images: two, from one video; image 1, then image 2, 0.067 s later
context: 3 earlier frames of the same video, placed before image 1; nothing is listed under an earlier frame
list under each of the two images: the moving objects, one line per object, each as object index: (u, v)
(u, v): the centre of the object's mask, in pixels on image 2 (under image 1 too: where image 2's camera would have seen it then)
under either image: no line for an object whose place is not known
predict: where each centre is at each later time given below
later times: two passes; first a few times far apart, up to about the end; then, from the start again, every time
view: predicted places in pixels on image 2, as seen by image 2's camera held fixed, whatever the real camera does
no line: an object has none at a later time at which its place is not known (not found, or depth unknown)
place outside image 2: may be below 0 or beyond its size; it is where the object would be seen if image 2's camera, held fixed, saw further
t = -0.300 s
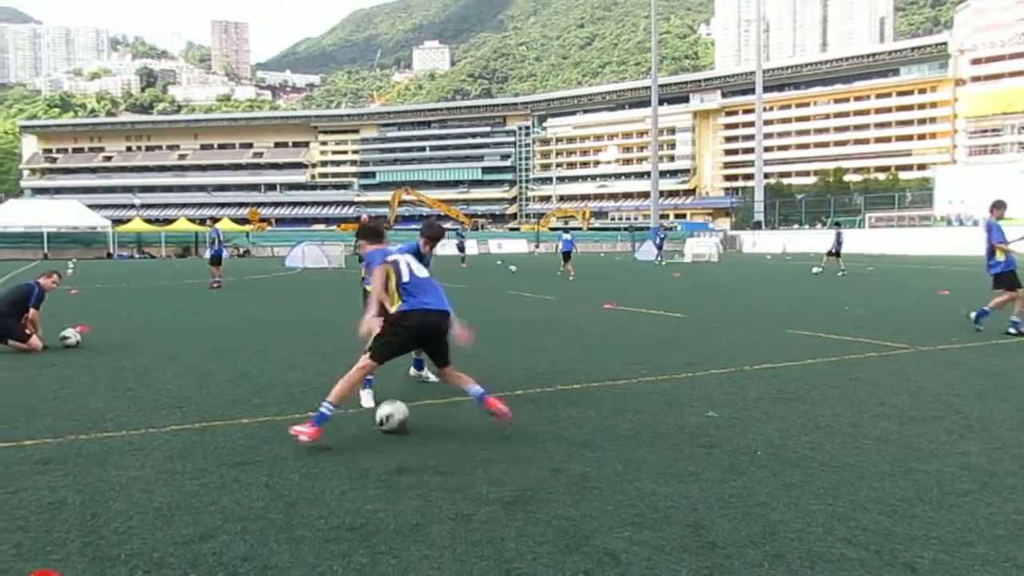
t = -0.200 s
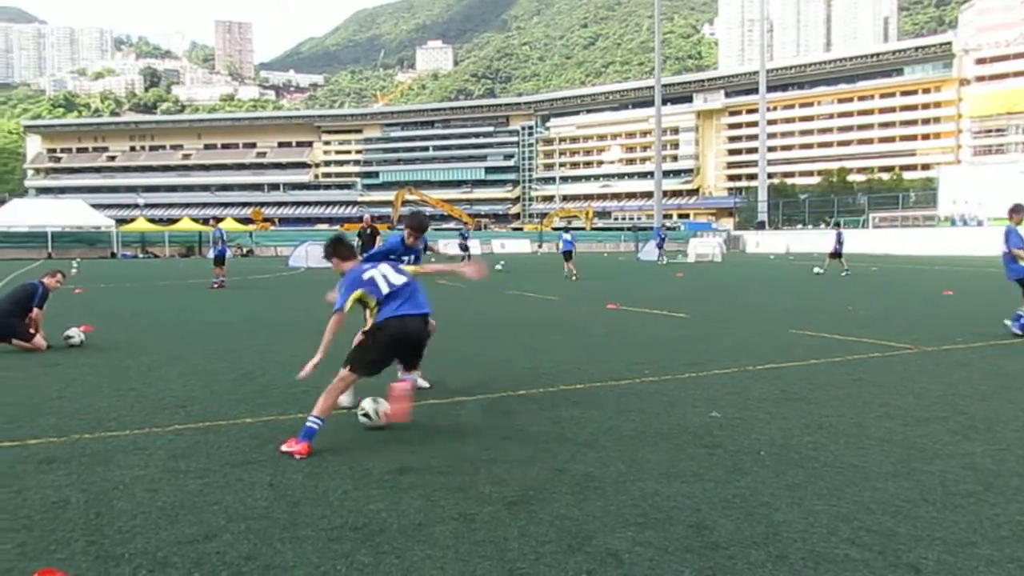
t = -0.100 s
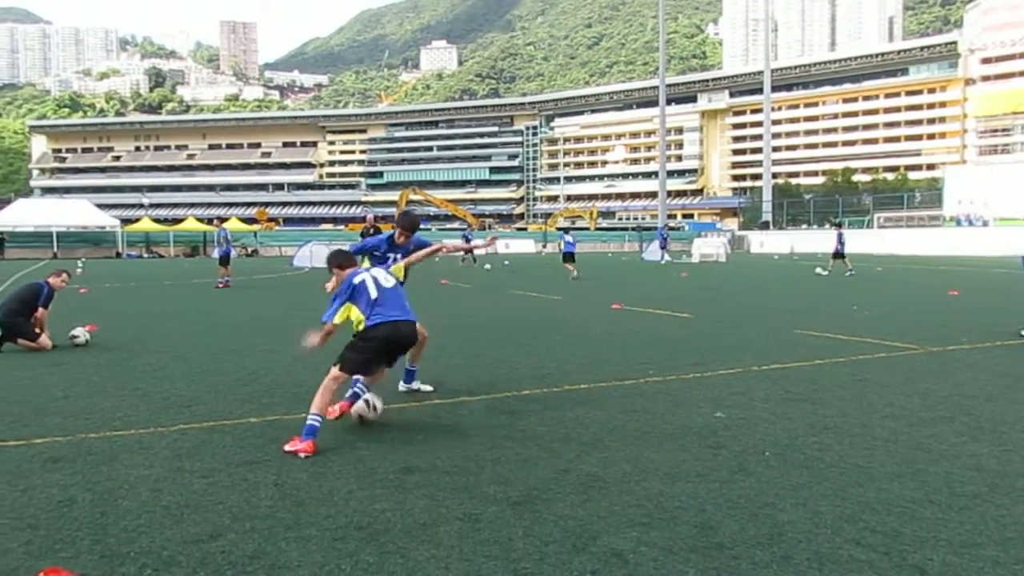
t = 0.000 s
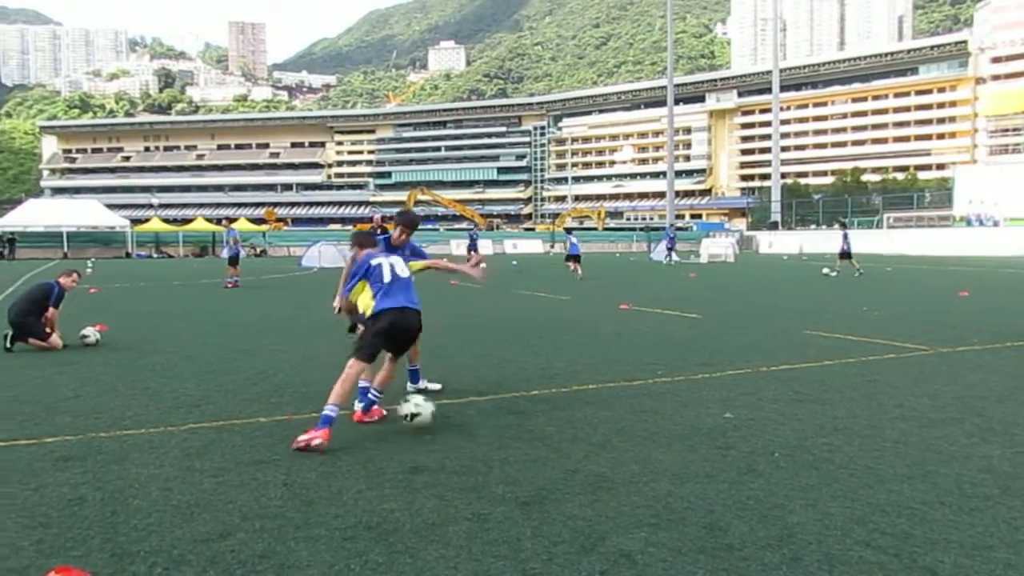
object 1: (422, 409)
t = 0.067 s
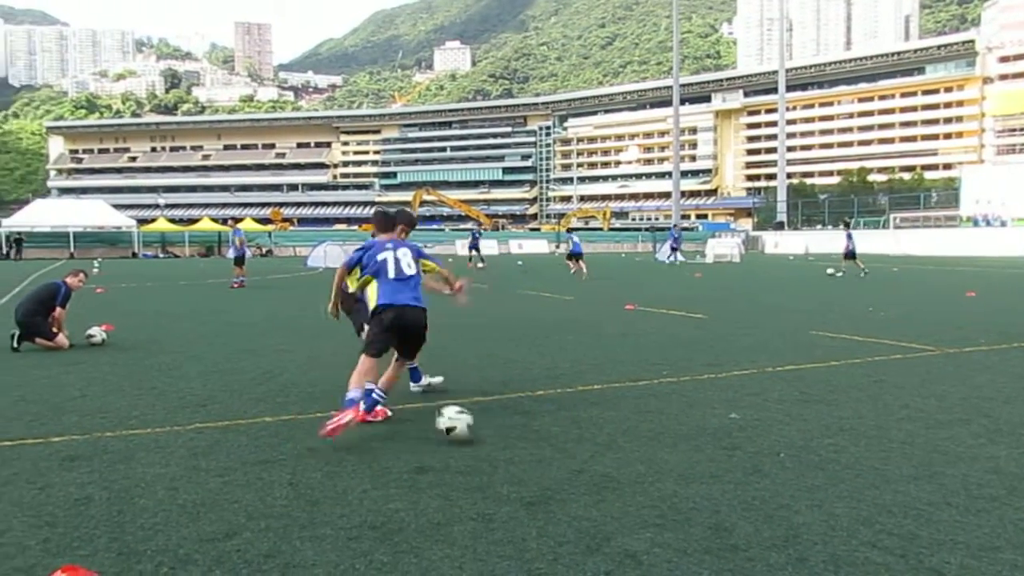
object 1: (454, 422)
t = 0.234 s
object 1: (512, 431)
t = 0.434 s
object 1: (565, 450)
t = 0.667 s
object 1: (605, 462)
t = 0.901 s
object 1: (646, 472)
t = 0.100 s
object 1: (471, 430)
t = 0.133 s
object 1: (481, 428)
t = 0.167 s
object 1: (491, 427)
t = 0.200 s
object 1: (502, 429)
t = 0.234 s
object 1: (512, 431)
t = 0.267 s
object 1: (524, 436)
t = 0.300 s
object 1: (536, 443)
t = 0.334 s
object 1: (545, 447)
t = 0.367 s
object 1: (551, 446)
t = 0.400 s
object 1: (557, 448)
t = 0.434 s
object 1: (565, 450)
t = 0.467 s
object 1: (571, 455)
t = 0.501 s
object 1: (577, 454)
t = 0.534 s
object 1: (582, 454)
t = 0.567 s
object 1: (588, 458)
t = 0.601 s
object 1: (594, 459)
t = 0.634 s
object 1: (599, 460)
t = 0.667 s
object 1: (605, 462)
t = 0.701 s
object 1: (610, 462)
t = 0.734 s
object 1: (616, 464)
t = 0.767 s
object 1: (622, 466)
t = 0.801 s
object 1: (628, 466)
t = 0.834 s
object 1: (635, 468)
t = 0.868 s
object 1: (640, 469)
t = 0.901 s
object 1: (646, 472)
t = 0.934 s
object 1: (653, 473)
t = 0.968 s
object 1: (659, 473)
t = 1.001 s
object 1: (665, 475)
